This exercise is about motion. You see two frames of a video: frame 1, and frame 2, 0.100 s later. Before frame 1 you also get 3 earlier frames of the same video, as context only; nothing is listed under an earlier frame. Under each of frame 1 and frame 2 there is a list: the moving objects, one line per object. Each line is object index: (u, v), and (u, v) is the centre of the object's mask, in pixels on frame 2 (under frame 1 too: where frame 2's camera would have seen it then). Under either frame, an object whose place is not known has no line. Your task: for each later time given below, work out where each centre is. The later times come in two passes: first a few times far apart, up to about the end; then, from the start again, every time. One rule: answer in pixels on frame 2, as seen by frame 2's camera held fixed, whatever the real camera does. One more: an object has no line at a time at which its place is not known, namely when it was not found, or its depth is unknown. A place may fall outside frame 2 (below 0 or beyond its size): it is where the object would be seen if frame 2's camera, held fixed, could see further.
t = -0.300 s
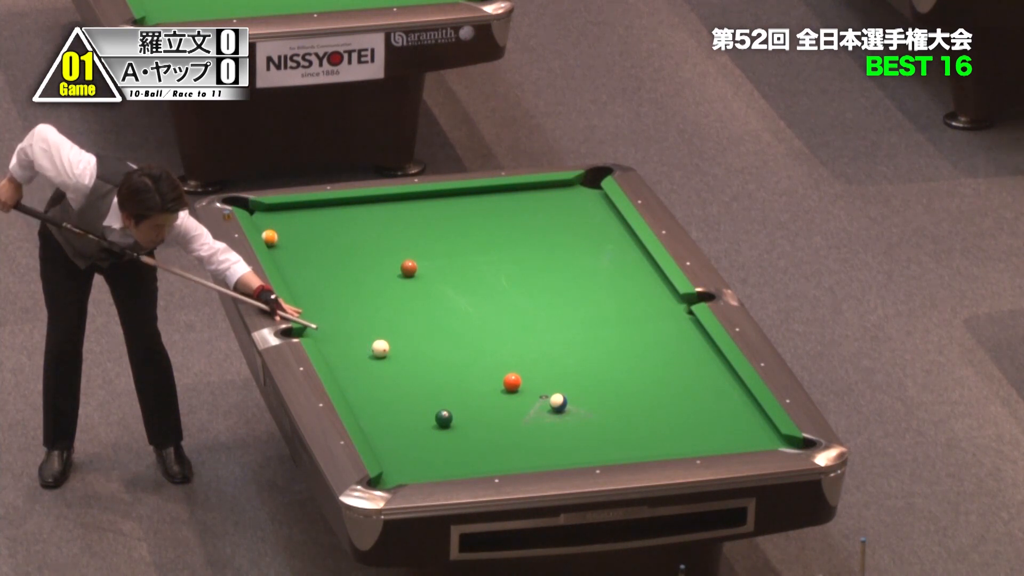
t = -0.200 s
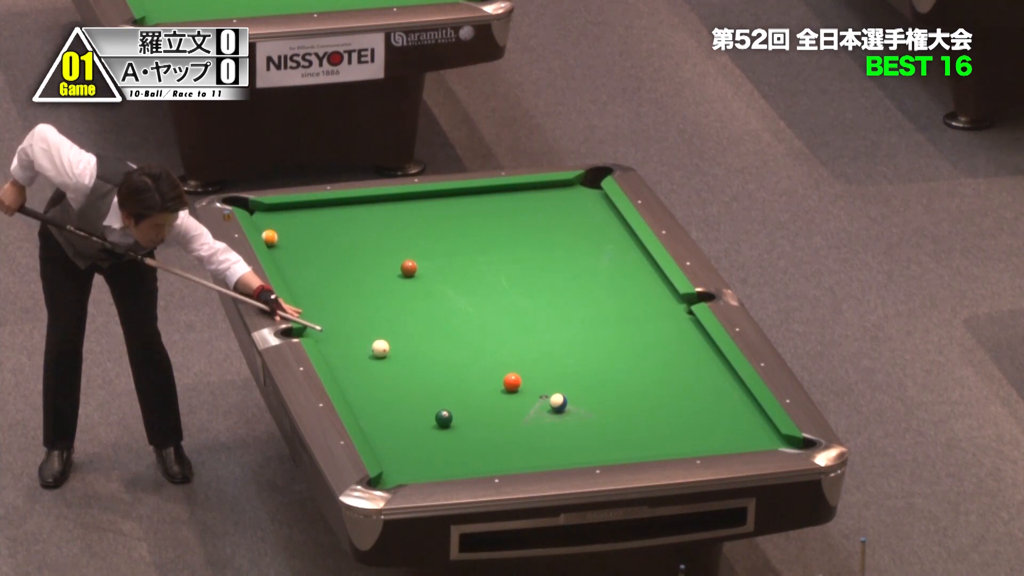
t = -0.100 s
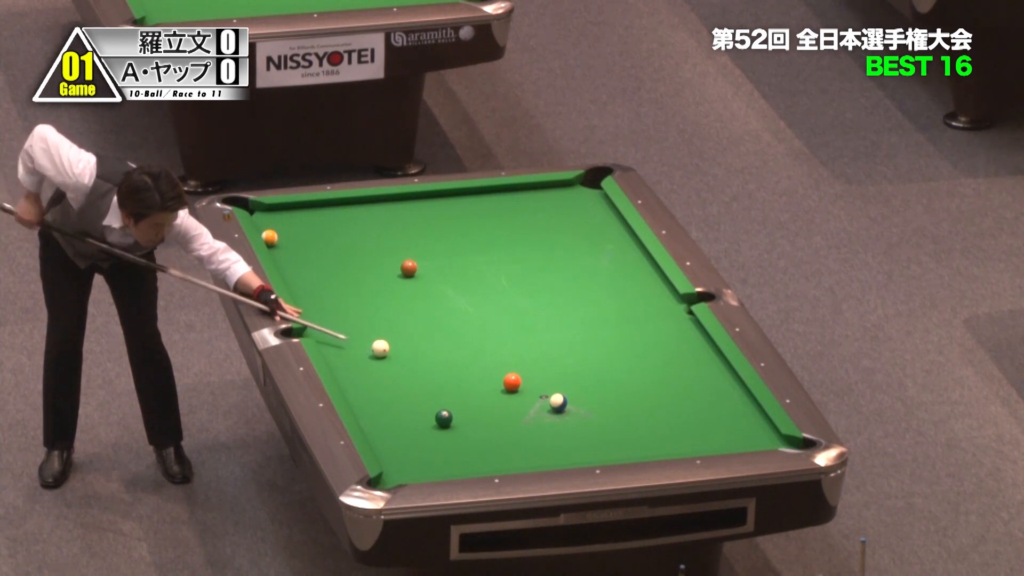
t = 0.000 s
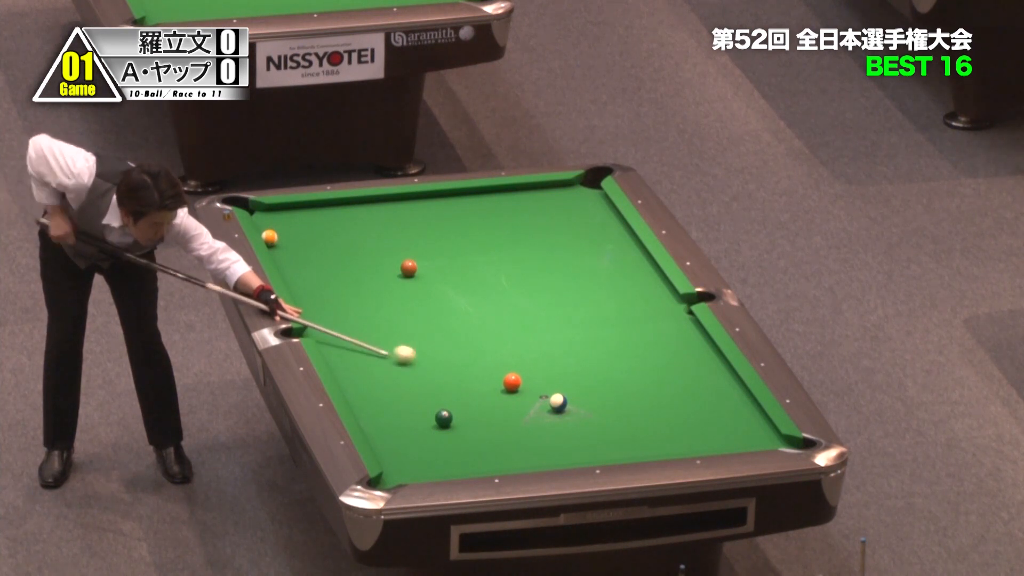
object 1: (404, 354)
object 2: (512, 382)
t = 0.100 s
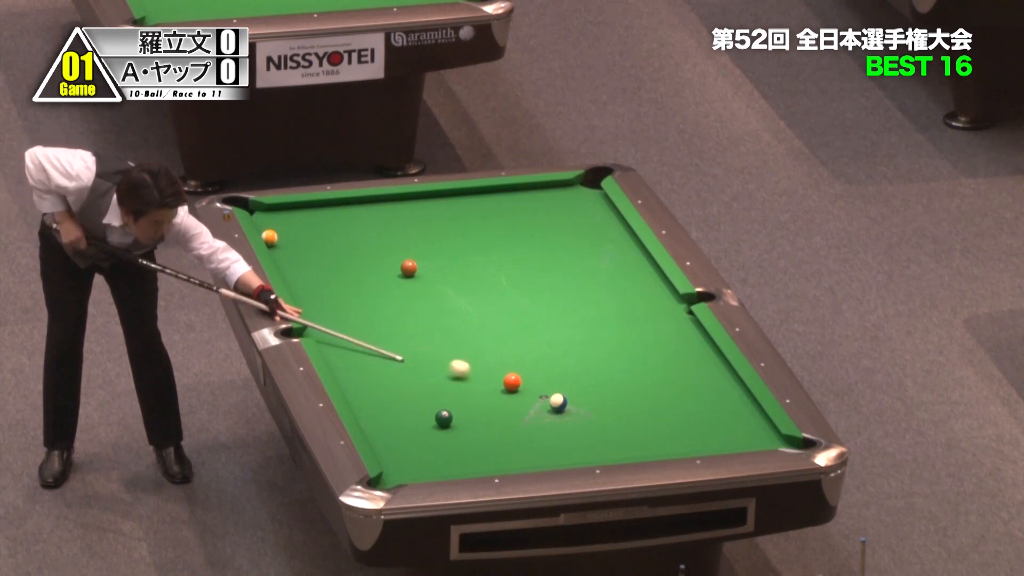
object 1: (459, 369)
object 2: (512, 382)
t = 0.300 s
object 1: (495, 380)
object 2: (571, 395)
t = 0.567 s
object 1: (492, 382)
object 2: (668, 417)
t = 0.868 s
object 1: (489, 384)
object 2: (776, 439)
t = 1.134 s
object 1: (487, 385)
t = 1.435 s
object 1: (486, 386)
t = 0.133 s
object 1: (477, 373)
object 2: (512, 382)
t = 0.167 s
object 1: (493, 377)
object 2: (512, 382)
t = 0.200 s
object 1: (496, 379)
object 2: (525, 384)
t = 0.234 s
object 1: (496, 380)
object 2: (540, 388)
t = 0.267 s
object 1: (495, 380)
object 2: (554, 389)
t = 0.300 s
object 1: (495, 380)
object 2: (571, 395)
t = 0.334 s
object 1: (495, 380)
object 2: (583, 398)
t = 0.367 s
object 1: (494, 381)
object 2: (596, 401)
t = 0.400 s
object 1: (494, 381)
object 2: (608, 404)
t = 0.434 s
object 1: (493, 381)
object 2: (620, 406)
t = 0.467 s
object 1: (493, 382)
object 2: (632, 409)
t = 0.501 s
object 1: (492, 382)
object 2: (644, 412)
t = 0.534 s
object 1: (492, 382)
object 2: (656, 415)
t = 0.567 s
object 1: (492, 382)
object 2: (668, 417)
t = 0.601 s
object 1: (491, 382)
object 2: (680, 420)
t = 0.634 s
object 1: (491, 383)
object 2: (692, 423)
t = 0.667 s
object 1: (491, 383)
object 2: (704, 426)
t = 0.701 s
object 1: (490, 383)
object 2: (716, 428)
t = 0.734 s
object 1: (490, 383)
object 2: (728, 431)
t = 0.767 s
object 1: (490, 383)
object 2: (740, 434)
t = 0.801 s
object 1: (490, 384)
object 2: (752, 436)
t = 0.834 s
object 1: (489, 384)
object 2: (765, 437)
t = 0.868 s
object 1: (489, 384)
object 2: (776, 439)
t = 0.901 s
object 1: (489, 384)
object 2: (789, 442)
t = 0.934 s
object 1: (489, 384)
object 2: (800, 447)
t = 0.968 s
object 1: (488, 384)
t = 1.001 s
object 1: (488, 384)
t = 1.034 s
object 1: (488, 385)
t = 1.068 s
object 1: (488, 385)
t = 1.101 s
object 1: (487, 385)
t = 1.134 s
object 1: (487, 385)
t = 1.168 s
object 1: (487, 385)
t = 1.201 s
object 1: (487, 385)
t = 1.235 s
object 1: (487, 385)
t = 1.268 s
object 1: (487, 385)
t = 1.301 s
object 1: (487, 385)
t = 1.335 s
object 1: (486, 386)
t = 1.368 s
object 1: (486, 386)
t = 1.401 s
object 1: (486, 386)
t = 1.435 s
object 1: (486, 386)
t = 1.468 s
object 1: (486, 386)
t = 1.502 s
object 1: (486, 386)
